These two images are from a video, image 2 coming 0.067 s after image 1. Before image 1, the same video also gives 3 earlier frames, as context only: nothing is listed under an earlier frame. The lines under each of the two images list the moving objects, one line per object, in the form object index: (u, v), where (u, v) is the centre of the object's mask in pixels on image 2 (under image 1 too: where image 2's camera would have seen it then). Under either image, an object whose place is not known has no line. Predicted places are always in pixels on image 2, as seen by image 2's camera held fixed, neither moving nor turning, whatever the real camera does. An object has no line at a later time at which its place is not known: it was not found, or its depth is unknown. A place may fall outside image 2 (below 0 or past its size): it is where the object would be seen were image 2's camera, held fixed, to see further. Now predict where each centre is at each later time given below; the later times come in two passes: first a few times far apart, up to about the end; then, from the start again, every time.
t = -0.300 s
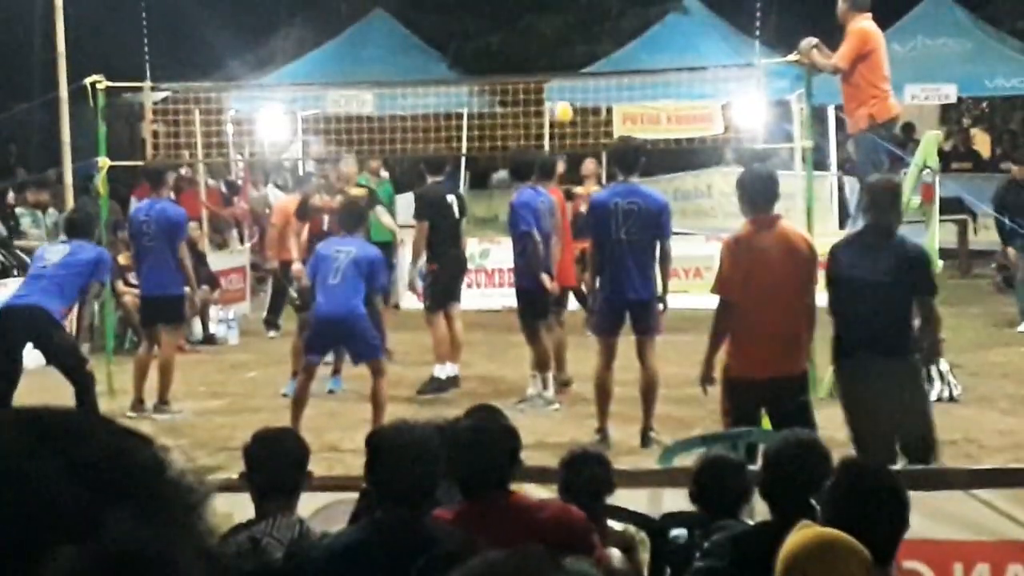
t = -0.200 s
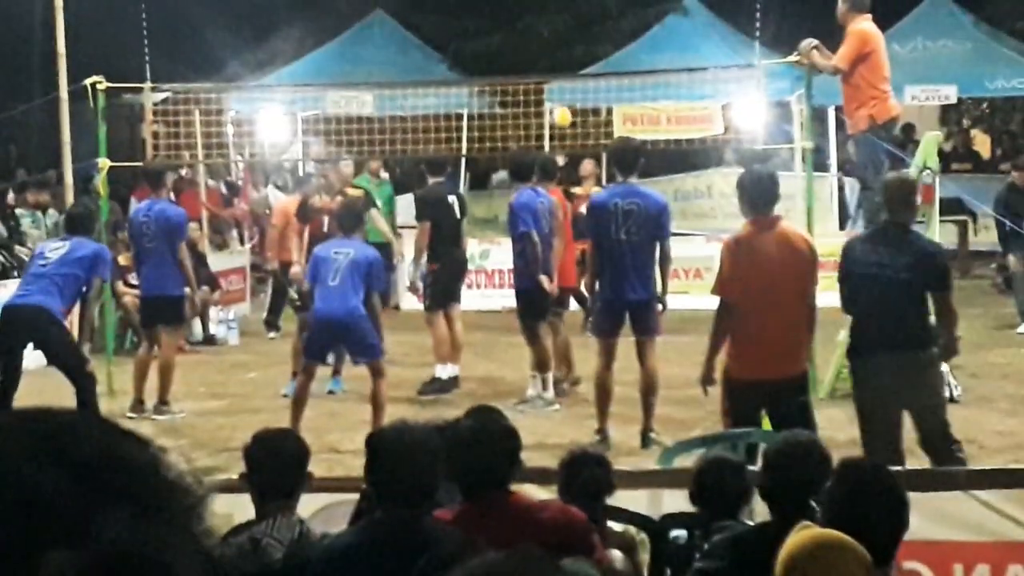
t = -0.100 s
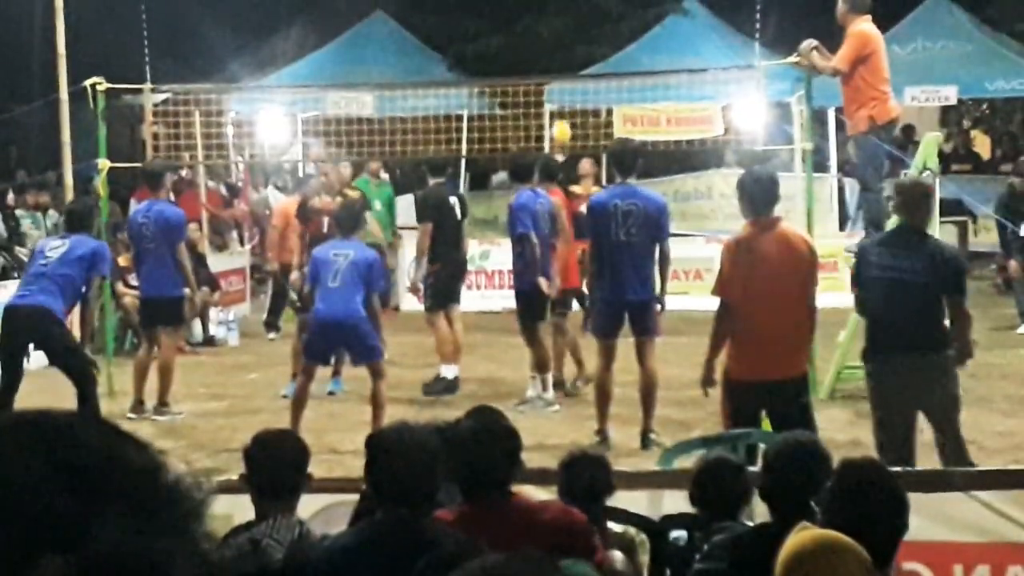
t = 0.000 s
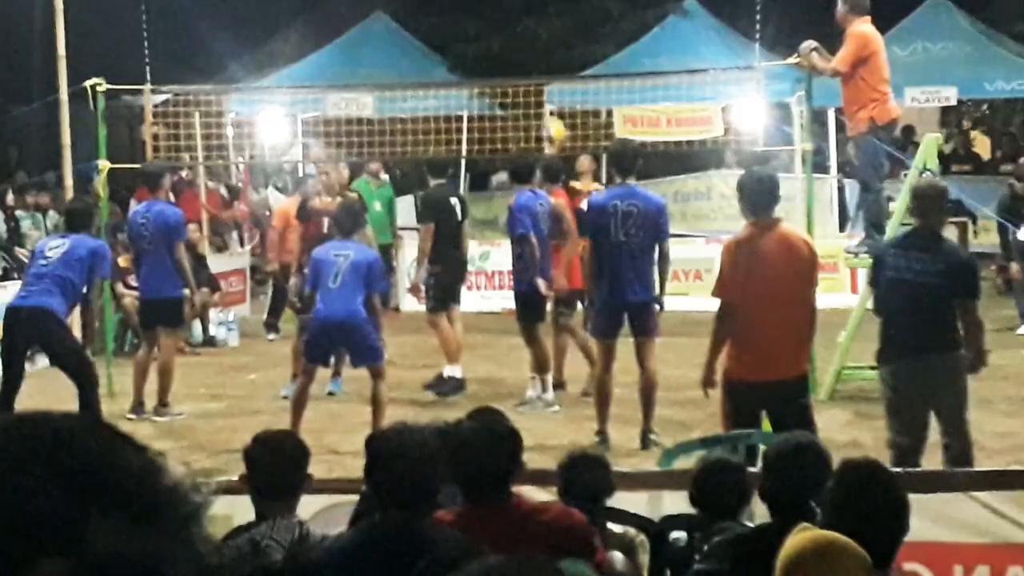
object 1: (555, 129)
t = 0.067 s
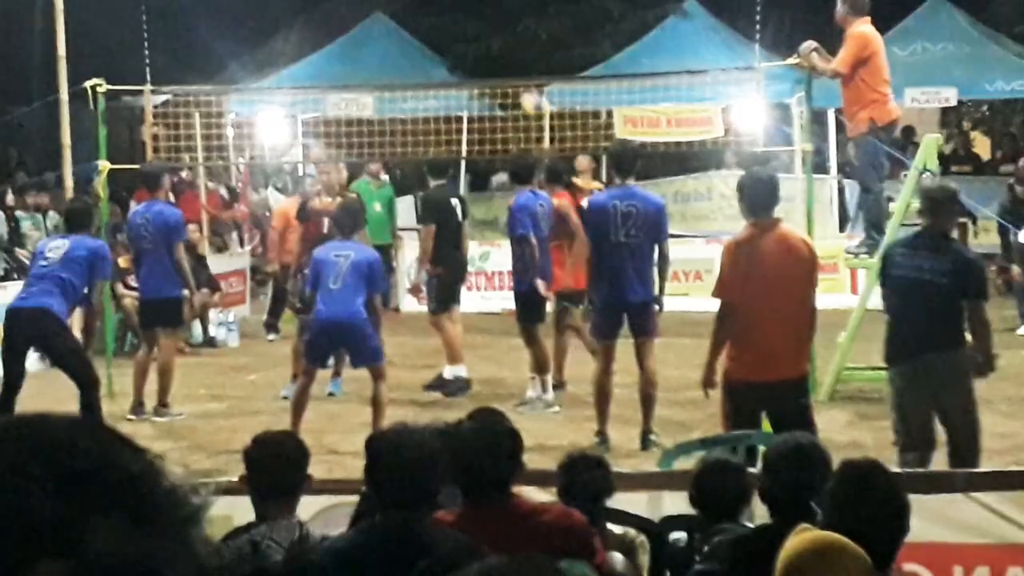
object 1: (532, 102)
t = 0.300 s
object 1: (469, 39)
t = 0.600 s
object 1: (386, 34)
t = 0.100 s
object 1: (524, 91)
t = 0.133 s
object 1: (513, 72)
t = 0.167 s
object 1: (506, 67)
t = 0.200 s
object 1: (497, 60)
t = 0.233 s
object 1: (487, 51)
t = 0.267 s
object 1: (478, 44)
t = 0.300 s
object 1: (469, 39)
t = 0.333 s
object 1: (461, 33)
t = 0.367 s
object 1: (451, 29)
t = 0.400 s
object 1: (442, 26)
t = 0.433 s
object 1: (433, 25)
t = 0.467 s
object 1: (424, 24)
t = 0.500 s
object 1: (414, 24)
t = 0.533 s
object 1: (407, 25)
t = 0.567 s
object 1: (398, 28)
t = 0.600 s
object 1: (386, 34)
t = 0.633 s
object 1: (377, 40)
